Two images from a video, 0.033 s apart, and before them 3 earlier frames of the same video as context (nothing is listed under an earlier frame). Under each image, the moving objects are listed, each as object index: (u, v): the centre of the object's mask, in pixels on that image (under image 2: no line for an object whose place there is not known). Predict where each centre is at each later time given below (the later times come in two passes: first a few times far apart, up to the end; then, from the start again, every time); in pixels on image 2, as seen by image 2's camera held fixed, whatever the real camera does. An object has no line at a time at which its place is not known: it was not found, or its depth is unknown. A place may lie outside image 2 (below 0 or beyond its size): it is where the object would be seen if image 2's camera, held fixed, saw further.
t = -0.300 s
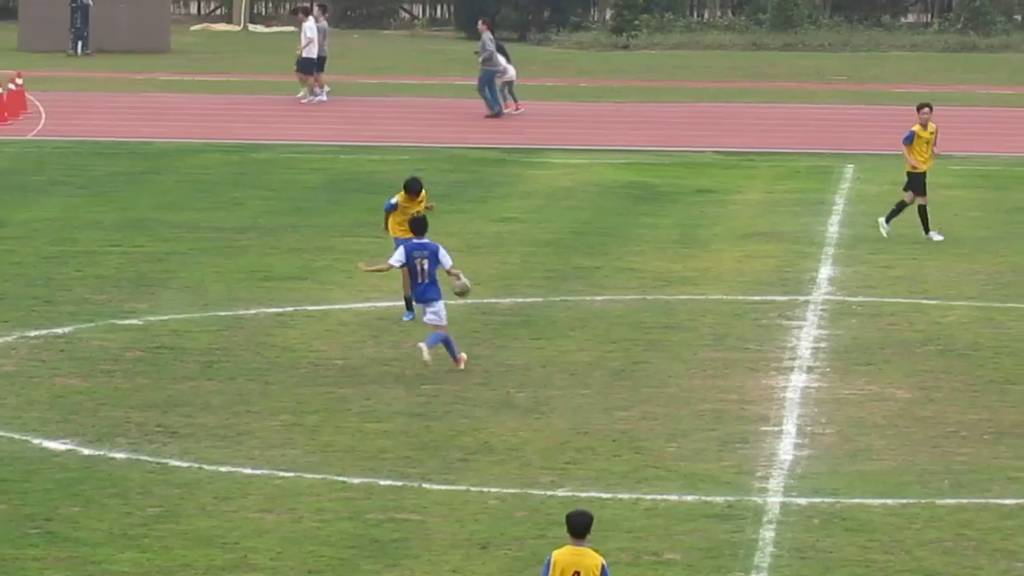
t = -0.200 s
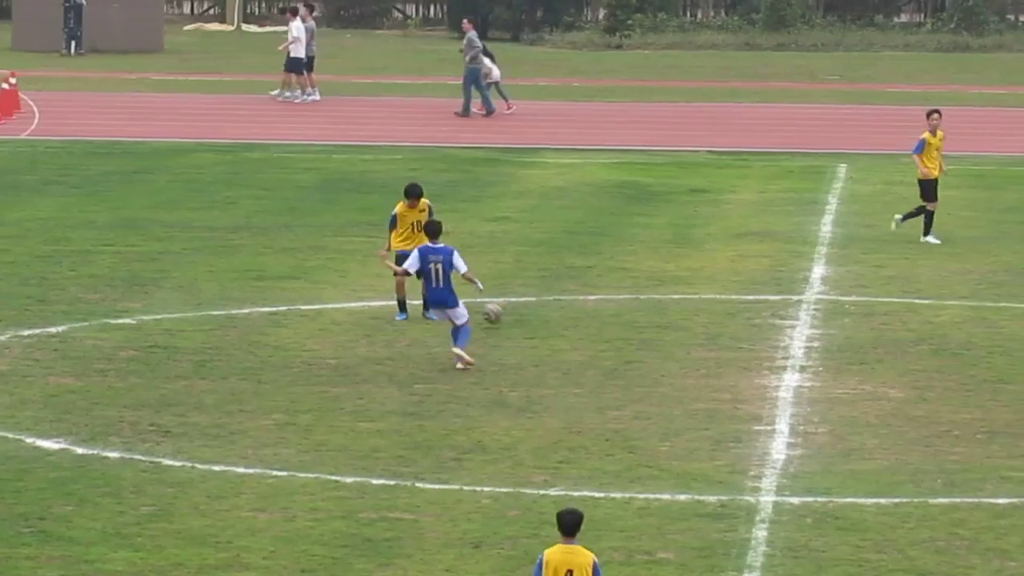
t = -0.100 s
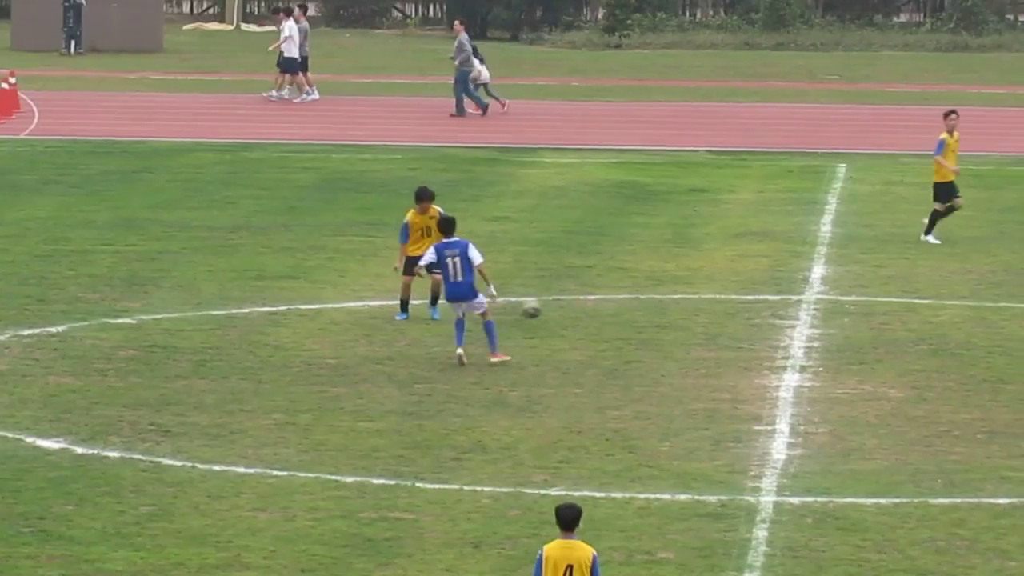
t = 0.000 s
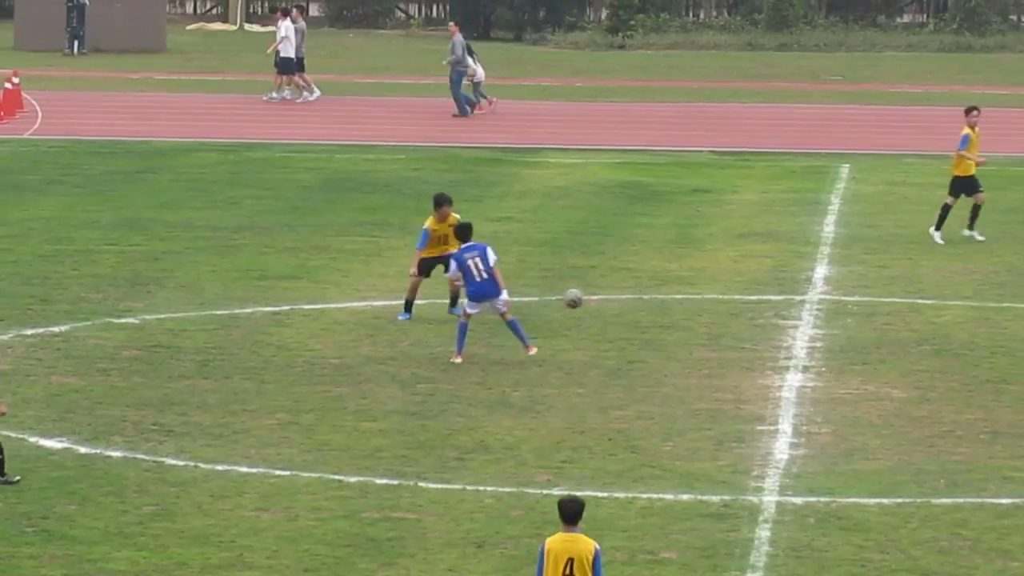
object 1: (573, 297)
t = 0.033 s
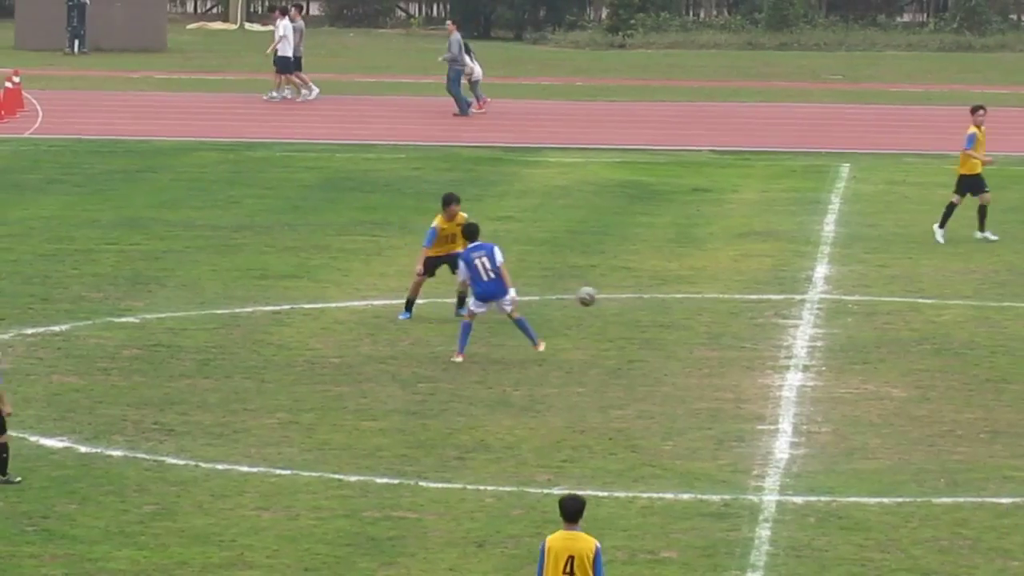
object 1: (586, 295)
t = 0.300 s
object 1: (688, 322)
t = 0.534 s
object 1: (778, 319)
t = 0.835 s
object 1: (892, 333)
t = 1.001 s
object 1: (956, 344)
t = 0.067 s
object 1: (599, 295)
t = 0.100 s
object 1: (612, 295)
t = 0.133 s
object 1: (624, 298)
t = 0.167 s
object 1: (638, 301)
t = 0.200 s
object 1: (650, 304)
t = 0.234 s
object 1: (663, 309)
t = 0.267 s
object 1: (676, 315)
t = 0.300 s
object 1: (688, 322)
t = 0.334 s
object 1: (701, 329)
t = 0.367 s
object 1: (714, 327)
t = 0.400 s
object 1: (727, 324)
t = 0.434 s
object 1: (740, 321)
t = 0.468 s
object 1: (753, 320)
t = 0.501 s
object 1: (766, 319)
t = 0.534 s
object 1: (778, 319)
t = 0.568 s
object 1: (791, 321)
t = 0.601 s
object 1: (804, 324)
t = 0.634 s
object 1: (816, 329)
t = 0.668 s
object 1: (829, 332)
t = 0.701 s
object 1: (842, 338)
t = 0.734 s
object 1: (854, 337)
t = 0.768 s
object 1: (867, 335)
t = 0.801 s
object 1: (879, 334)
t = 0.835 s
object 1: (892, 333)
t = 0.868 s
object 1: (905, 335)
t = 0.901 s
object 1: (917, 337)
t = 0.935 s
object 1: (930, 340)
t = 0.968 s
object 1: (943, 344)
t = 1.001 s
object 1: (956, 344)
